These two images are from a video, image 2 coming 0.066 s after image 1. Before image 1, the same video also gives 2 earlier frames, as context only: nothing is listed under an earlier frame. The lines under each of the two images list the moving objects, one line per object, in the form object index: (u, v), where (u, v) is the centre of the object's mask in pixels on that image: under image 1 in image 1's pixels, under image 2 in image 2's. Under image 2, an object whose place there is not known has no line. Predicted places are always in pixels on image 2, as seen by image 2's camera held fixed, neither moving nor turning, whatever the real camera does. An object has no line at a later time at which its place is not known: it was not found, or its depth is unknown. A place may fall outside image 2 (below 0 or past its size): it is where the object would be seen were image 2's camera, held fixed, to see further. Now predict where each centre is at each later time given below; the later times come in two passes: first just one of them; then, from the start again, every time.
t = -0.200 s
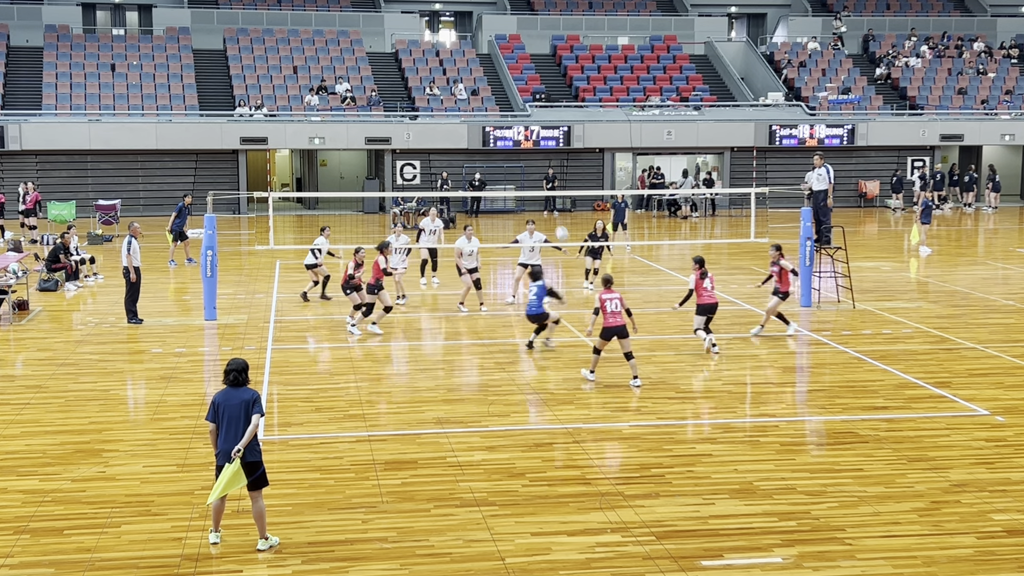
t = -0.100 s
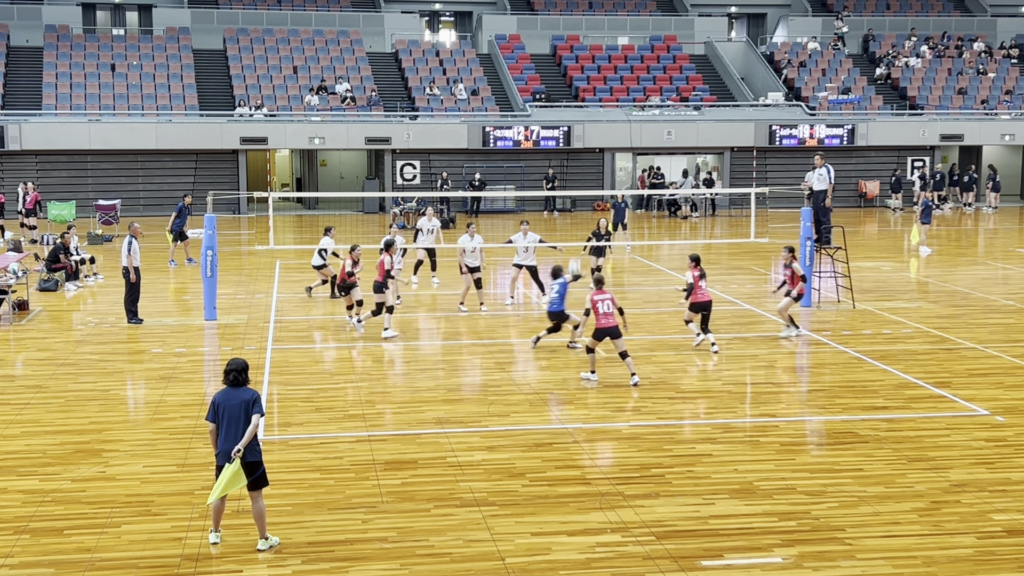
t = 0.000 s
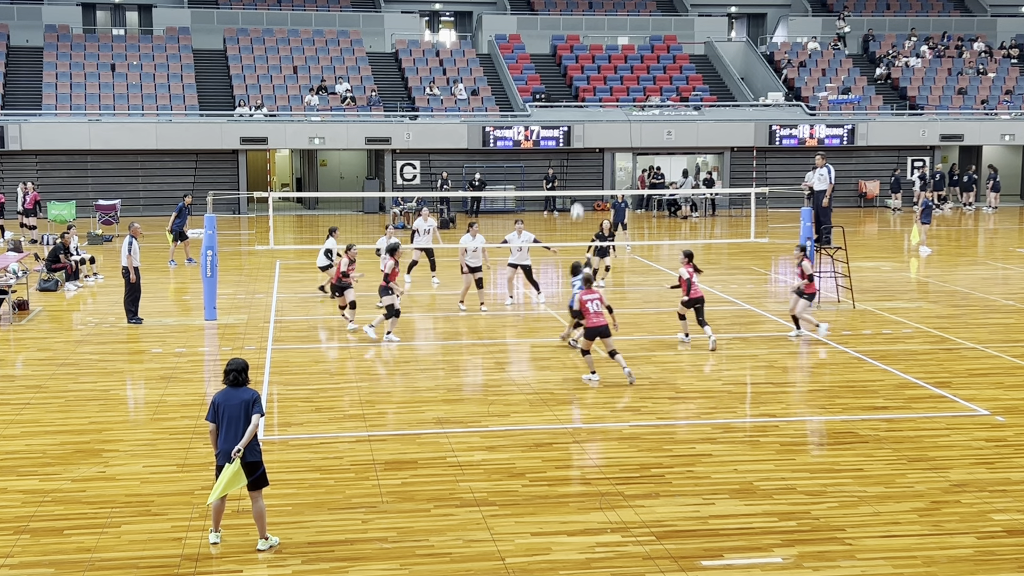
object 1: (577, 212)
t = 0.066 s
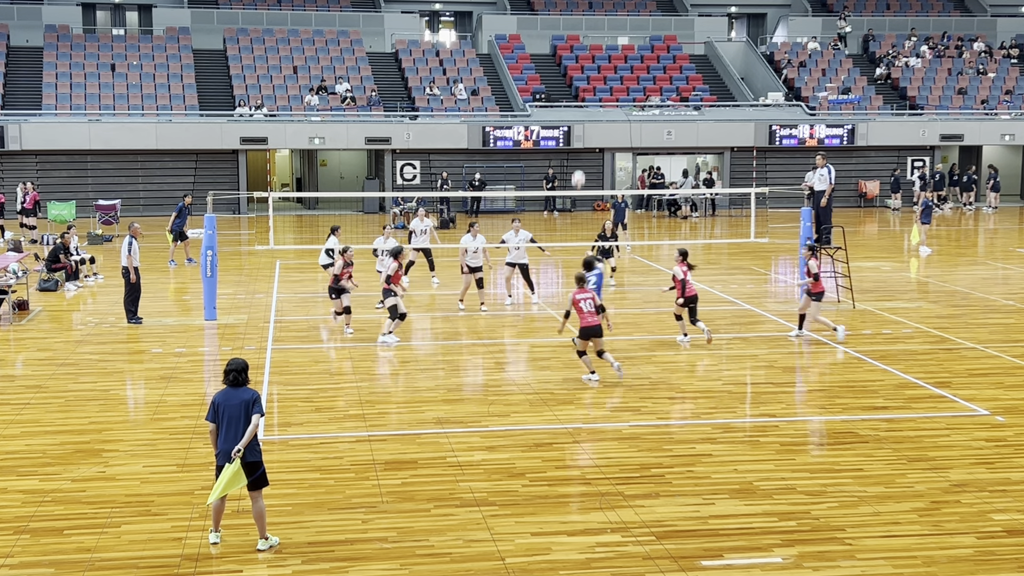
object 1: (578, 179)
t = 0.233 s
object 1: (581, 110)
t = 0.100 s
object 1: (579, 164)
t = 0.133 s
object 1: (579, 150)
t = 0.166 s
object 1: (580, 135)
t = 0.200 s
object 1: (580, 121)
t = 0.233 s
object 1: (581, 110)
